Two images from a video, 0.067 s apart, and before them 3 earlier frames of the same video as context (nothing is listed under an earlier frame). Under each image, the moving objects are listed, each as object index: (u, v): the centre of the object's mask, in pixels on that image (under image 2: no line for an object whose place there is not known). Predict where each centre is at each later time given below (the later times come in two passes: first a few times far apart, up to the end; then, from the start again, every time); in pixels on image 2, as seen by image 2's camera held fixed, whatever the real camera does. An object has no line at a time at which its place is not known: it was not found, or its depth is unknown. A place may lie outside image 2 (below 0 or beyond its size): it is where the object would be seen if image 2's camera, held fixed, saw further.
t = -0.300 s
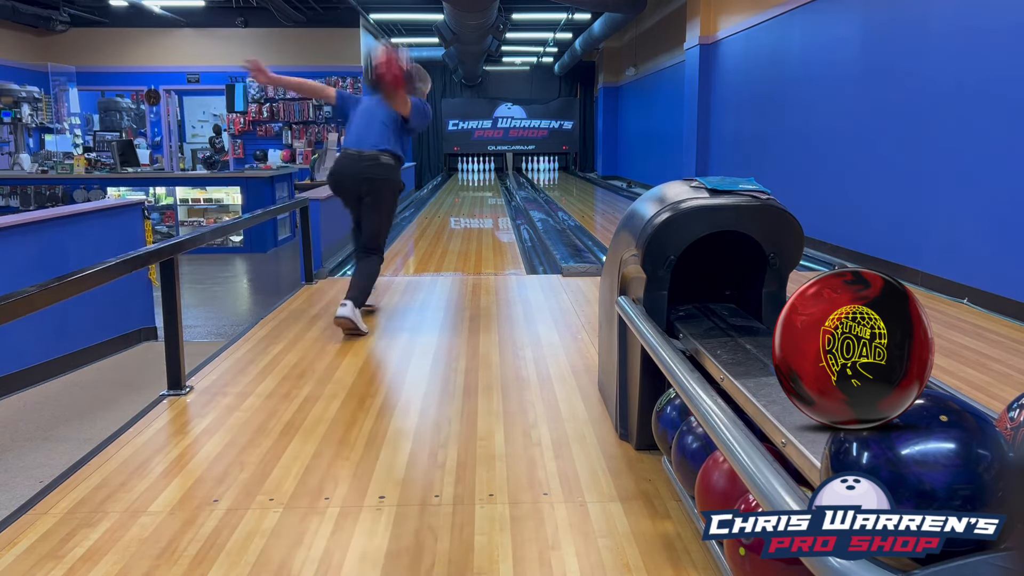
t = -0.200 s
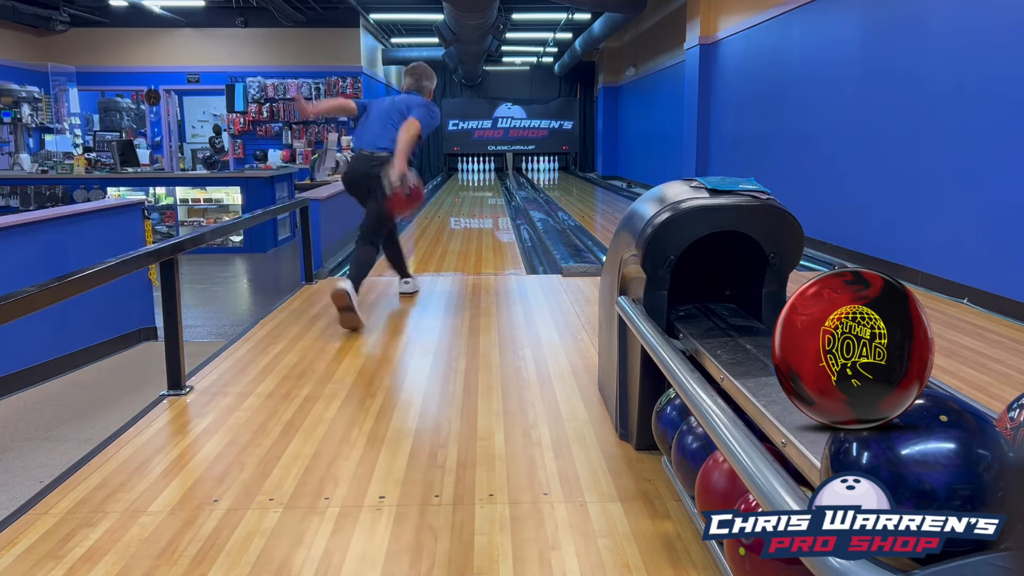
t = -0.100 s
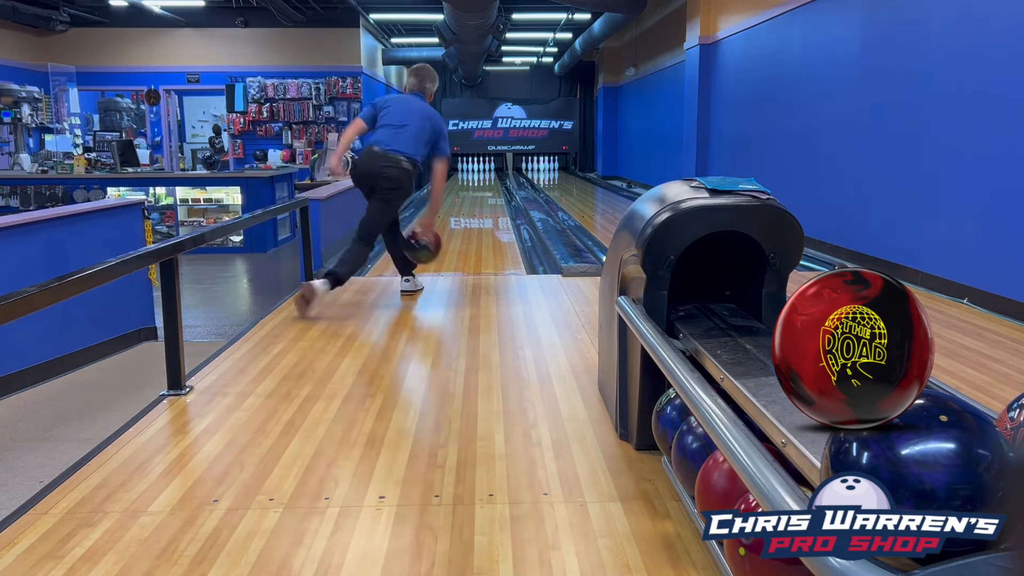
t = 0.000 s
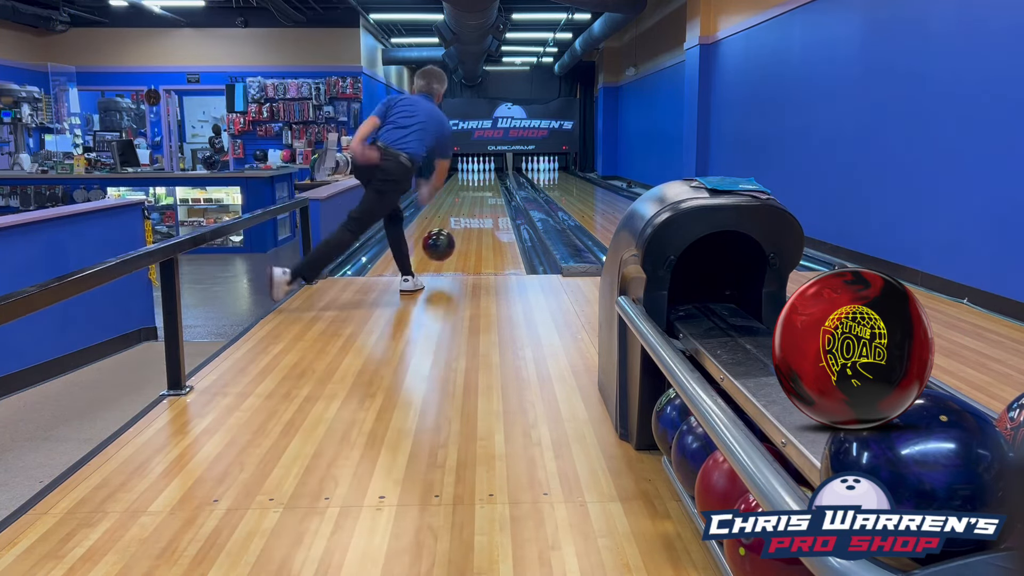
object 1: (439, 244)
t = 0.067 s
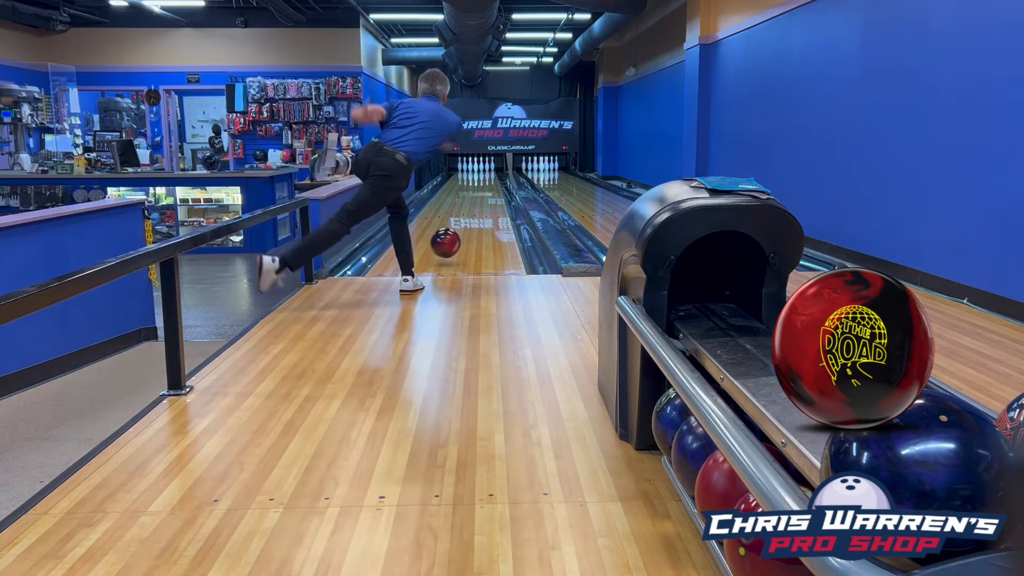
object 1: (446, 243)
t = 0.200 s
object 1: (456, 234)
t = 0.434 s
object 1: (469, 215)
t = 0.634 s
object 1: (476, 204)
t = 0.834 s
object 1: (481, 196)
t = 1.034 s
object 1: (485, 190)
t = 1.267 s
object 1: (489, 184)
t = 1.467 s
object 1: (490, 180)
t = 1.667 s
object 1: (490, 177)
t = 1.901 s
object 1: (490, 174)
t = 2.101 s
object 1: (488, 172)
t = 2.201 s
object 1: (487, 170)
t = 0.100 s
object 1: (449, 244)
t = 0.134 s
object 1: (451, 240)
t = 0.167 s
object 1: (454, 236)
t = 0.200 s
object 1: (456, 234)
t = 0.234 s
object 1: (459, 230)
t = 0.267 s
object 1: (460, 227)
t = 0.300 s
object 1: (462, 225)
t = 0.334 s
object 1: (464, 222)
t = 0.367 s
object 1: (466, 219)
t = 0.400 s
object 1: (468, 217)
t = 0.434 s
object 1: (469, 215)
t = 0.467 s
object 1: (470, 213)
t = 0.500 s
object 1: (476, 209)
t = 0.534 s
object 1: (473, 209)
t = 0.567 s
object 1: (474, 208)
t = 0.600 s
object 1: (475, 206)
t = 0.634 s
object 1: (476, 204)
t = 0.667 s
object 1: (477, 203)
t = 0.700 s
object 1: (478, 201)
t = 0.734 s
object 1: (479, 200)
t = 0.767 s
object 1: (480, 198)
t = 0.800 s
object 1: (481, 197)
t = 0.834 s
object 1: (481, 196)
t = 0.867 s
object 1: (482, 195)
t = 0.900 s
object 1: (483, 194)
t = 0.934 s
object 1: (484, 193)
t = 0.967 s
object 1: (484, 192)
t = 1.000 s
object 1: (485, 191)
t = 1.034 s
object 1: (485, 190)
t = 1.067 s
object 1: (486, 189)
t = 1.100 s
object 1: (486, 188)
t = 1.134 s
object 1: (486, 187)
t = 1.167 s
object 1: (487, 186)
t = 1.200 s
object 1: (487, 185)
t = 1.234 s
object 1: (488, 185)
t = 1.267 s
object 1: (489, 184)
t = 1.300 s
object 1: (488, 183)
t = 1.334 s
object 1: (489, 183)
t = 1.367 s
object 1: (489, 182)
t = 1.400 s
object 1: (489, 181)
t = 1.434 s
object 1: (490, 181)
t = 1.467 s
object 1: (490, 180)
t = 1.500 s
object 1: (490, 180)
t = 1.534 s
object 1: (490, 179)
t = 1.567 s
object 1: (490, 179)
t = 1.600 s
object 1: (490, 178)
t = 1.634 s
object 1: (490, 178)
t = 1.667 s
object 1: (490, 177)
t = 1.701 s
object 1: (490, 176)
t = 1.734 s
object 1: (490, 176)
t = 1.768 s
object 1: (491, 175)
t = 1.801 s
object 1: (490, 175)
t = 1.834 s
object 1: (490, 175)
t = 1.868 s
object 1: (491, 174)
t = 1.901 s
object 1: (490, 174)
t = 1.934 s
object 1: (490, 173)
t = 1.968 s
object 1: (490, 173)
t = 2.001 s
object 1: (489, 173)
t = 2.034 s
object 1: (489, 172)
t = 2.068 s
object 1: (488, 172)
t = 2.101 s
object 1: (488, 172)
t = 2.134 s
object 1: (487, 171)
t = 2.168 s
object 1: (486, 170)
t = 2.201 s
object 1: (487, 170)
